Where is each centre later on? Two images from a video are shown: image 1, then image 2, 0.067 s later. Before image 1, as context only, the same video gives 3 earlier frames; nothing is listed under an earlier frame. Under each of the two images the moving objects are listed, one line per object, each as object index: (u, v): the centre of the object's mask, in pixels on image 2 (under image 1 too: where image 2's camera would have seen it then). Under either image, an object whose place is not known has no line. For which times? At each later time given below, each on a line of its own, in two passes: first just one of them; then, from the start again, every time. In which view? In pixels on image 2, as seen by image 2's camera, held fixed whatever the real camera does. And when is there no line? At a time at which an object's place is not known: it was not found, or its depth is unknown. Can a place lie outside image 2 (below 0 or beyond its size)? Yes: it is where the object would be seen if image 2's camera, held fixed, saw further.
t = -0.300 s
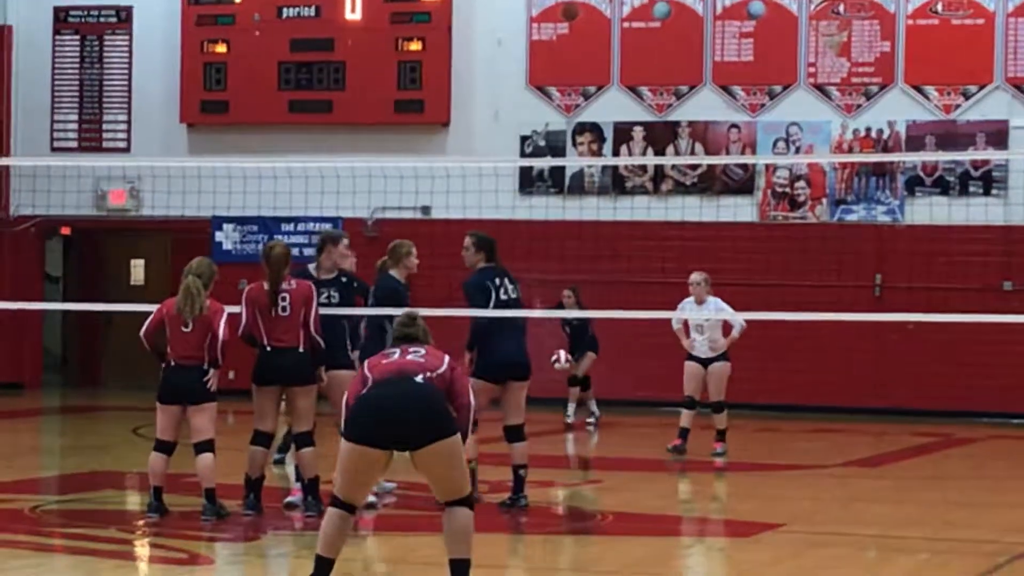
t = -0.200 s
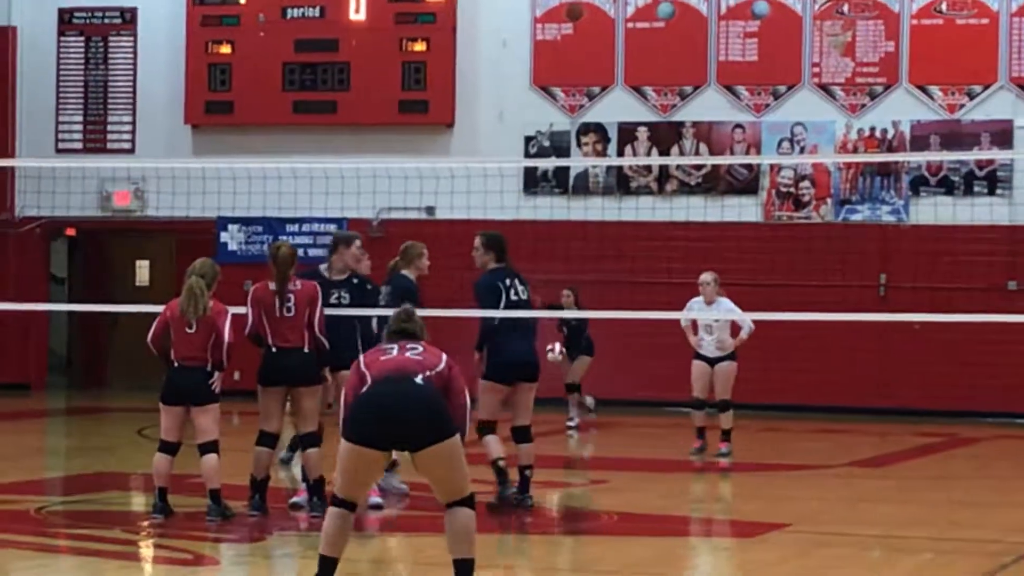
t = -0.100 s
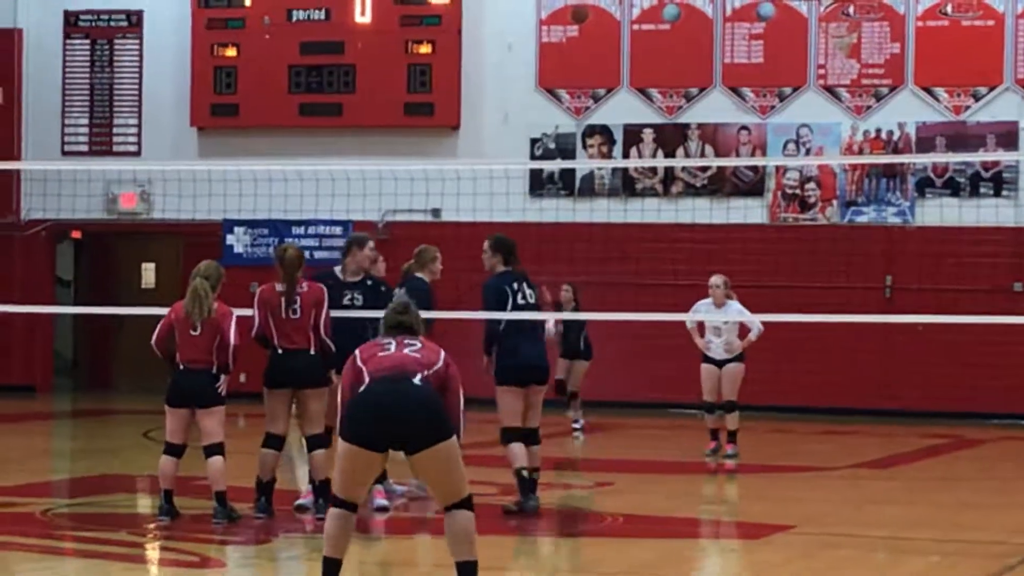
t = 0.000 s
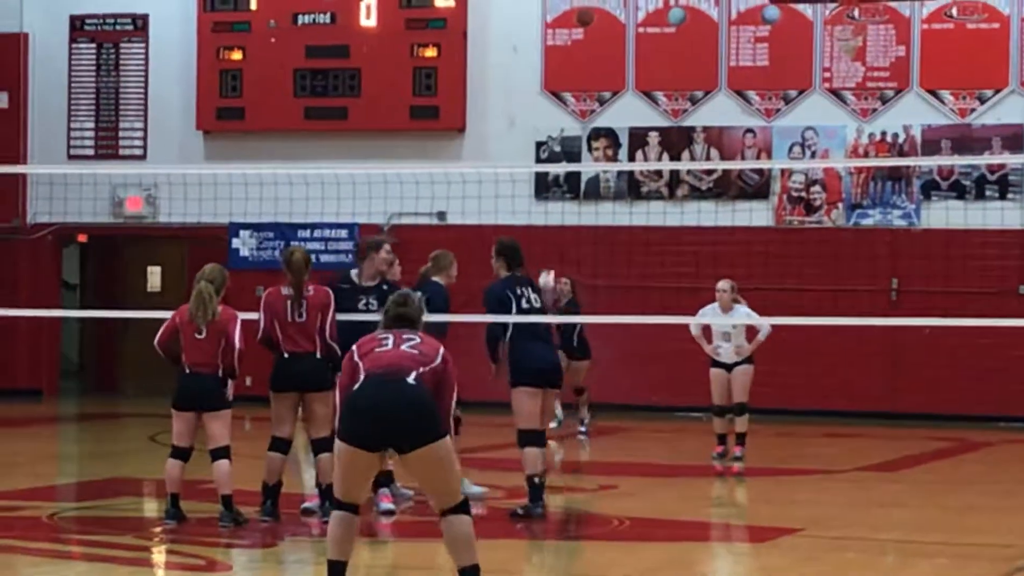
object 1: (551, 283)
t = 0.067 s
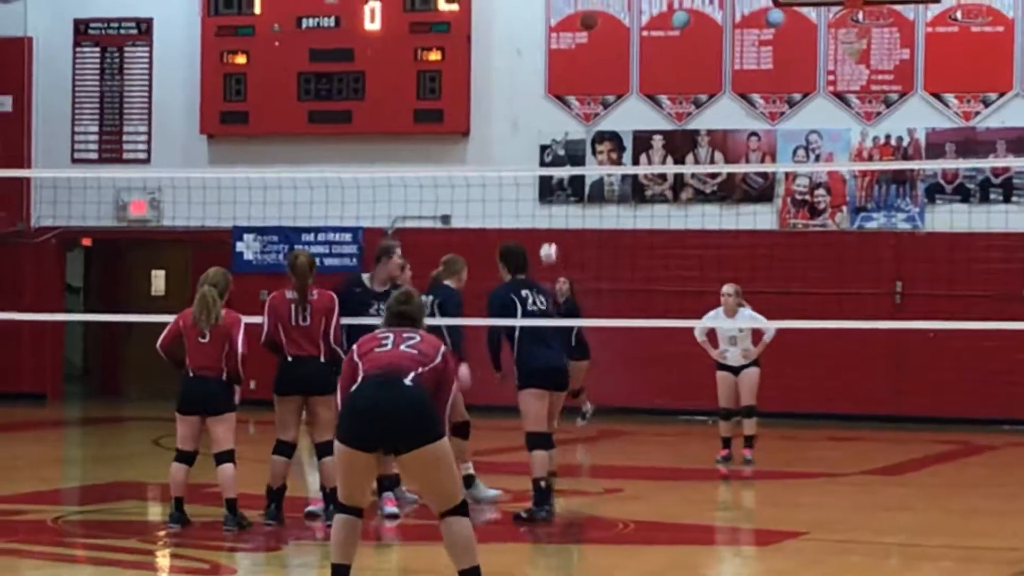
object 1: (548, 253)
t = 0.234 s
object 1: (543, 194)
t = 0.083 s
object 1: (548, 246)
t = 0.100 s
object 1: (547, 238)
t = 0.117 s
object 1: (547, 233)
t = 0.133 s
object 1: (546, 227)
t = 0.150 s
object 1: (546, 221)
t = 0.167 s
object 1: (546, 214)
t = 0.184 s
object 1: (545, 208)
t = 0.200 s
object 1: (544, 204)
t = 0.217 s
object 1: (544, 199)
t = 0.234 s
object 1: (543, 194)
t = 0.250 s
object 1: (543, 189)
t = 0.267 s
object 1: (542, 185)
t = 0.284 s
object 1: (541, 182)
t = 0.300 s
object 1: (540, 180)
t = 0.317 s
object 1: (539, 180)
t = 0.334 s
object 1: (540, 173)
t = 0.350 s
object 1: (539, 165)
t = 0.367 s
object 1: (539, 163)
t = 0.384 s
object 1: (538, 162)
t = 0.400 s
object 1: (538, 160)
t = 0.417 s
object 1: (537, 159)
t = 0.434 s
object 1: (536, 158)
